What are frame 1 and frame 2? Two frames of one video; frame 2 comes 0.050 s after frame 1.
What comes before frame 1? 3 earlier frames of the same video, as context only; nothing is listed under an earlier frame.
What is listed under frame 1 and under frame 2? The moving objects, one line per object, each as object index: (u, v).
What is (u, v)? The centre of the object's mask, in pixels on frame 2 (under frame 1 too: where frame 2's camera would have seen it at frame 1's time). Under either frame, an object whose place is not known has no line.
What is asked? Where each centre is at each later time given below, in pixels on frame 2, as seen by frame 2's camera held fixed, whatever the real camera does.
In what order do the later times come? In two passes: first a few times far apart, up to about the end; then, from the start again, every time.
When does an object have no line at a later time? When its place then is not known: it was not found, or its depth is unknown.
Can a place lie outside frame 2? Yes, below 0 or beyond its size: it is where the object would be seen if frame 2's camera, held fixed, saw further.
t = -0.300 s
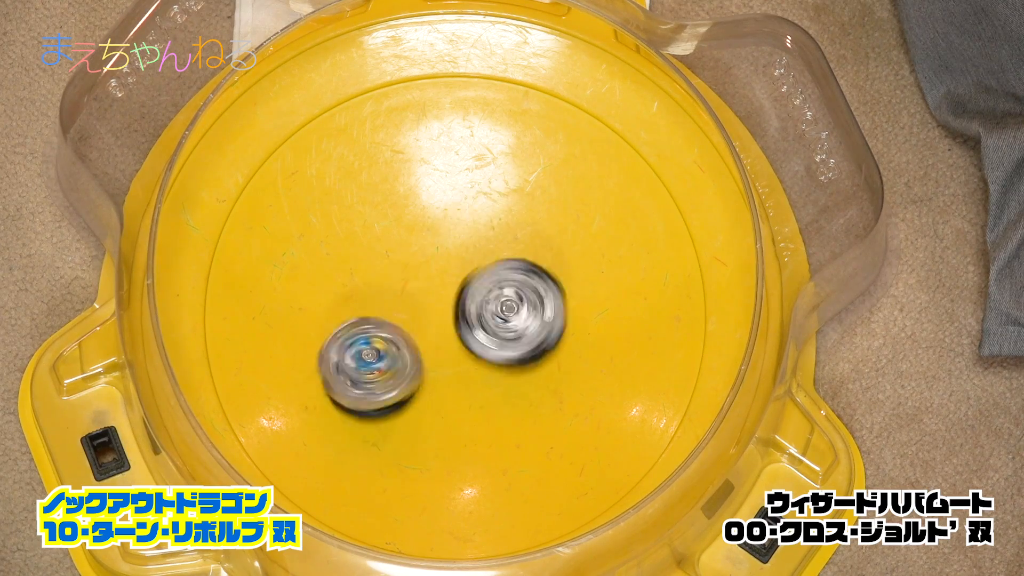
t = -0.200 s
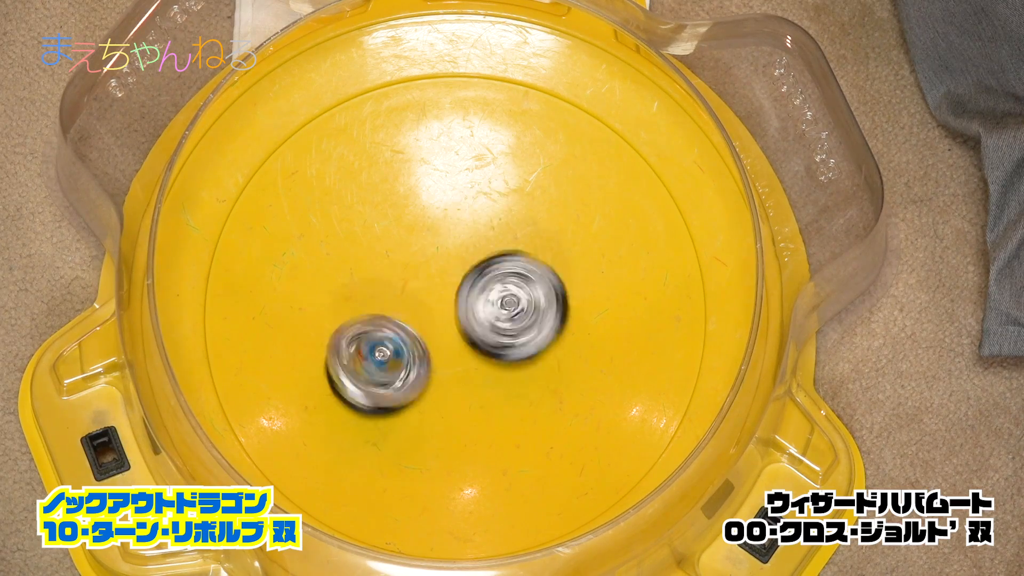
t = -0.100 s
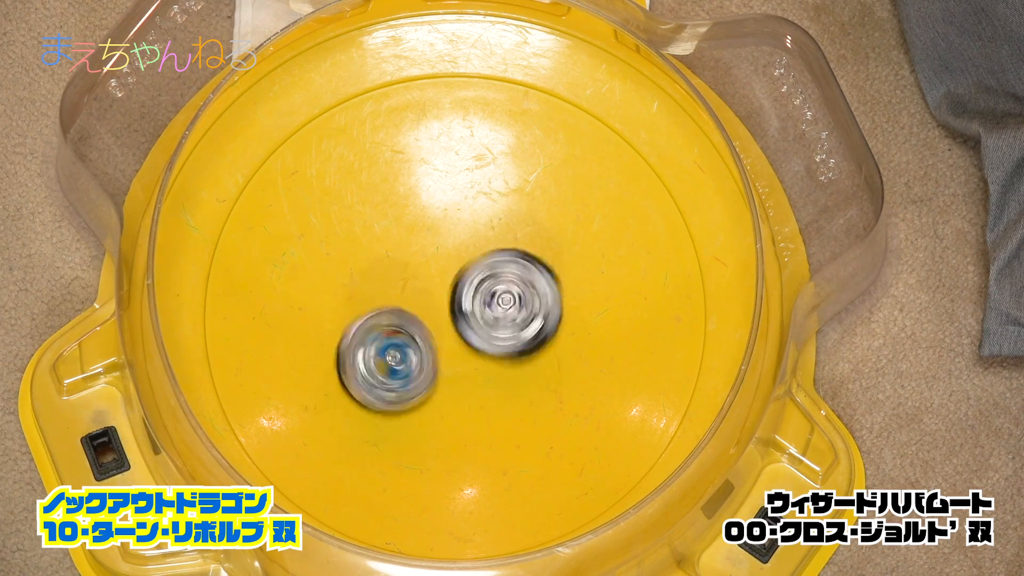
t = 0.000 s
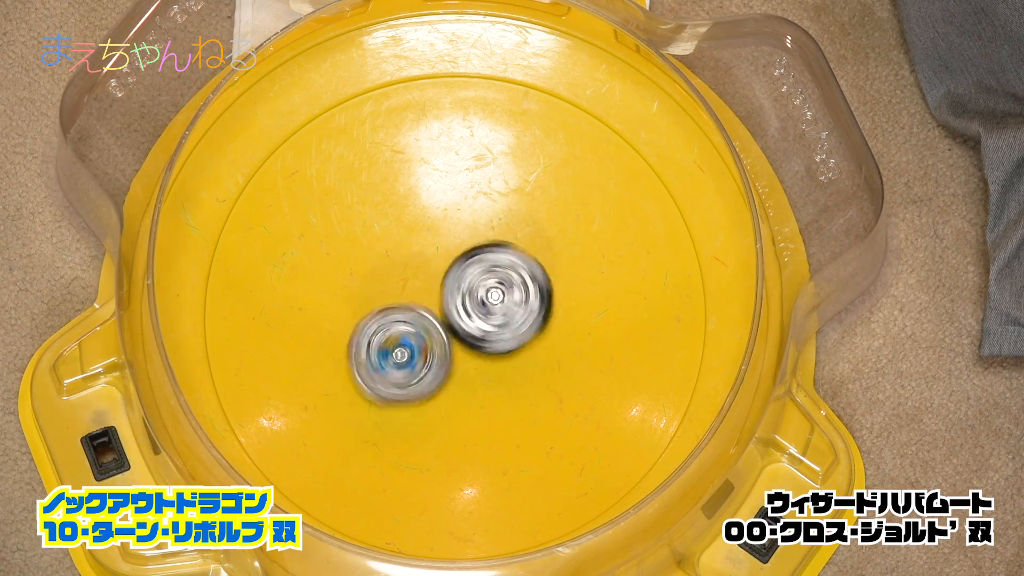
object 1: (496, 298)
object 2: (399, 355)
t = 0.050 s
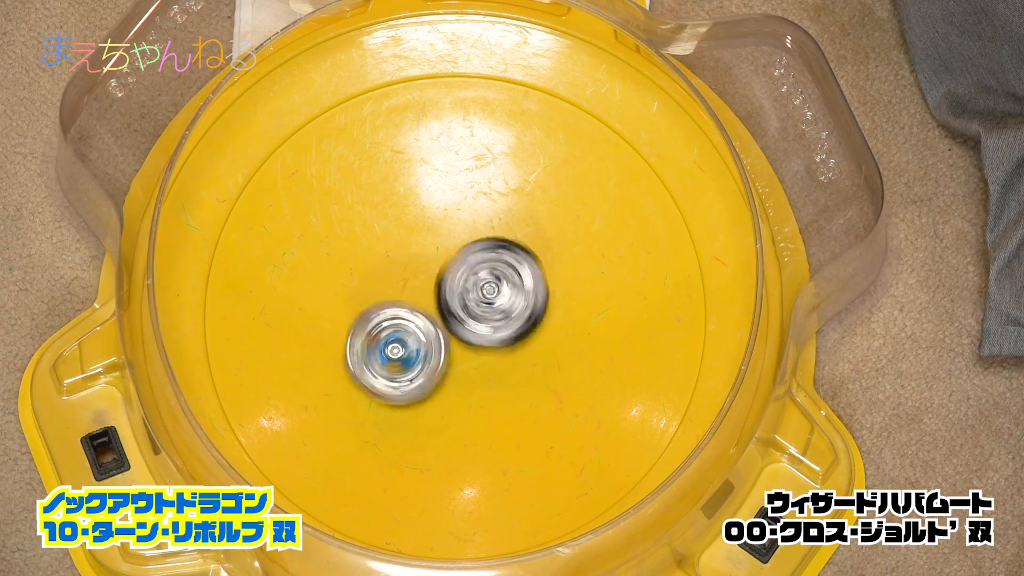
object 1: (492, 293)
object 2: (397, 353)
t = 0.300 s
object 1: (498, 265)
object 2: (389, 341)
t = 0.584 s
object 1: (507, 265)
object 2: (411, 340)
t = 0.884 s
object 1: (520, 248)
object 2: (417, 385)
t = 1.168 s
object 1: (486, 267)
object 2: (441, 378)
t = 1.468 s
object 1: (473, 272)
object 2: (433, 373)
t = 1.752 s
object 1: (460, 284)
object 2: (434, 380)
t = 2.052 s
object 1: (481, 282)
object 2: (444, 376)
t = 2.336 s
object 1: (481, 281)
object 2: (445, 377)
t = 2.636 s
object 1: (481, 281)
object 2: (445, 377)
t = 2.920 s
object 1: (481, 281)
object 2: (445, 377)
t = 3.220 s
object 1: (481, 281)
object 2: (445, 377)
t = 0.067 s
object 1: (493, 290)
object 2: (395, 351)
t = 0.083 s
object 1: (493, 286)
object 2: (394, 349)
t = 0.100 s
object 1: (491, 284)
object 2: (394, 348)
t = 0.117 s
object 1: (490, 284)
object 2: (393, 347)
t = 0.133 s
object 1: (490, 284)
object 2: (394, 345)
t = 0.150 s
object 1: (490, 282)
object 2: (394, 343)
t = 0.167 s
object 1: (489, 280)
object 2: (395, 342)
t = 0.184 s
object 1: (487, 280)
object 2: (396, 340)
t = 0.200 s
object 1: (488, 278)
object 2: (396, 341)
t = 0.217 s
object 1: (489, 274)
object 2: (394, 341)
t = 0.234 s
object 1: (491, 270)
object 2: (391, 341)
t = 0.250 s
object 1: (492, 268)
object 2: (389, 342)
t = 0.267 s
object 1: (493, 268)
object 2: (389, 341)
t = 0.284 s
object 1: (496, 266)
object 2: (390, 340)
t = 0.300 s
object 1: (498, 265)
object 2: (389, 341)
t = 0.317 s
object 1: (501, 263)
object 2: (390, 340)
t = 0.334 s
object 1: (504, 260)
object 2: (391, 340)
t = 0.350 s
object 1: (506, 258)
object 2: (392, 341)
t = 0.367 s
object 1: (509, 255)
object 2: (393, 341)
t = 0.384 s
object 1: (510, 252)
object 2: (394, 342)
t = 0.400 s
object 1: (511, 251)
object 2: (394, 342)
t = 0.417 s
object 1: (512, 252)
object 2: (396, 343)
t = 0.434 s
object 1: (514, 251)
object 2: (397, 344)
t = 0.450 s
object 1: (515, 251)
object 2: (398, 344)
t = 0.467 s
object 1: (515, 252)
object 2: (399, 344)
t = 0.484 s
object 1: (515, 253)
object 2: (399, 344)
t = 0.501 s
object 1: (514, 254)
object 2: (400, 342)
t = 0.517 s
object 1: (513, 257)
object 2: (402, 341)
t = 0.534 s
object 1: (513, 259)
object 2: (404, 340)
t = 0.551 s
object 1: (512, 260)
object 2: (406, 339)
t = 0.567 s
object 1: (510, 262)
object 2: (408, 340)
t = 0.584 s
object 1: (507, 265)
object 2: (411, 340)
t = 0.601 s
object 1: (504, 267)
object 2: (414, 340)
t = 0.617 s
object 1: (501, 269)
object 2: (416, 341)
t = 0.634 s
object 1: (499, 272)
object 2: (418, 343)
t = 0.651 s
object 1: (499, 273)
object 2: (419, 346)
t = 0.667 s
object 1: (499, 272)
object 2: (420, 348)
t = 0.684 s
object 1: (497, 272)
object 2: (420, 349)
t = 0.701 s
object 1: (499, 271)
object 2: (419, 352)
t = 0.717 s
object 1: (504, 265)
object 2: (416, 359)
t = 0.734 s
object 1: (508, 261)
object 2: (413, 364)
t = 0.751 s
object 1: (508, 258)
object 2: (412, 368)
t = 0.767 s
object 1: (509, 257)
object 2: (412, 372)
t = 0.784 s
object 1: (511, 256)
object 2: (412, 374)
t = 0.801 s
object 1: (512, 256)
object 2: (413, 376)
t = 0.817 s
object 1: (514, 255)
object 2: (415, 379)
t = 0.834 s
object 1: (516, 253)
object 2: (415, 382)
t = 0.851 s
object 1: (518, 250)
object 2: (415, 382)
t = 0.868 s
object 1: (518, 249)
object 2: (417, 383)
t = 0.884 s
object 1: (520, 248)
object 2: (417, 385)
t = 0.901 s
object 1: (520, 247)
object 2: (417, 384)
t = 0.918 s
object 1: (520, 247)
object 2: (419, 383)
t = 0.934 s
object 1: (519, 248)
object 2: (421, 385)
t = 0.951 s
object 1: (519, 250)
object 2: (421, 383)
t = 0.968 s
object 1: (519, 251)
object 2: (422, 384)
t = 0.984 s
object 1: (518, 251)
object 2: (424, 383)
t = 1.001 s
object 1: (516, 252)
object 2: (425, 383)
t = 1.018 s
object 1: (513, 254)
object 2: (427, 382)
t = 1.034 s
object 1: (511, 256)
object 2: (431, 381)
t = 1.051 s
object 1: (509, 258)
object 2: (433, 380)
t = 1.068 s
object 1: (506, 260)
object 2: (434, 380)
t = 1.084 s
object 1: (502, 263)
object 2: (435, 378)
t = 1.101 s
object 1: (499, 265)
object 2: (438, 377)
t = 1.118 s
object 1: (495, 266)
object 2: (440, 377)
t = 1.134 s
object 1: (492, 269)
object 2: (441, 375)
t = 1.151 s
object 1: (488, 271)
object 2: (443, 372)
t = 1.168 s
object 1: (486, 267)
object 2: (441, 378)
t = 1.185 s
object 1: (483, 262)
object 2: (437, 384)
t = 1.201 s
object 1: (480, 258)
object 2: (433, 387)
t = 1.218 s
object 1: (476, 257)
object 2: (430, 389)
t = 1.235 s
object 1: (474, 257)
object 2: (427, 390)
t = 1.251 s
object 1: (472, 257)
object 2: (425, 390)
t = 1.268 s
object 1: (470, 259)
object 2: (424, 390)
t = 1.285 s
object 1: (470, 261)
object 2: (421, 390)
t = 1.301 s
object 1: (470, 264)
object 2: (420, 387)
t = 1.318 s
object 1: (472, 266)
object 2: (420, 385)
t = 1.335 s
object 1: (474, 268)
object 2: (421, 383)
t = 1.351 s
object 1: (475, 269)
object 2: (423, 382)
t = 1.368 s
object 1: (475, 269)
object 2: (423, 380)
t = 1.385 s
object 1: (475, 269)
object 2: (424, 377)
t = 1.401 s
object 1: (475, 270)
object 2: (427, 376)
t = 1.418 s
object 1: (474, 270)
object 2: (430, 375)
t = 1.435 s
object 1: (473, 271)
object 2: (432, 375)
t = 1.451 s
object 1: (473, 272)
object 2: (433, 373)
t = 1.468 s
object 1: (473, 272)
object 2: (433, 373)
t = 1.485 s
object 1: (474, 268)
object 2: (434, 374)
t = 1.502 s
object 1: (472, 265)
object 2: (434, 376)
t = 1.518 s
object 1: (470, 263)
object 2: (434, 379)
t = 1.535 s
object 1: (467, 262)
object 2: (433, 380)
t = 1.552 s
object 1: (465, 262)
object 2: (433, 380)
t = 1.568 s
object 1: (462, 261)
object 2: (432, 380)
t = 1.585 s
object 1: (459, 262)
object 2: (432, 380)
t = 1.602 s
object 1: (457, 263)
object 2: (432, 380)
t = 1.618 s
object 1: (455, 264)
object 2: (432, 379)
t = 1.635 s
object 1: (453, 266)
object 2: (432, 378)
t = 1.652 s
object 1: (451, 269)
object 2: (432, 377)
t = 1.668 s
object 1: (451, 272)
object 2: (432, 377)
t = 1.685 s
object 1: (451, 275)
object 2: (432, 378)
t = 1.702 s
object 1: (452, 278)
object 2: (433, 379)
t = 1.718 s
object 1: (454, 281)
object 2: (433, 379)
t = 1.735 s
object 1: (457, 283)
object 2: (434, 380)
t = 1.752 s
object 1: (460, 284)
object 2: (434, 380)
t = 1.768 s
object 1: (464, 285)
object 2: (433, 380)
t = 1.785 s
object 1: (466, 284)
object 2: (431, 382)
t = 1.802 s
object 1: (469, 281)
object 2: (430, 384)
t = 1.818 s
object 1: (472, 280)
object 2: (429, 386)
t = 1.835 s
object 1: (476, 279)
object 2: (429, 386)
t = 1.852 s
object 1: (479, 278)
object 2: (429, 386)
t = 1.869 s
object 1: (481, 278)
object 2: (429, 386)
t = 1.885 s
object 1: (482, 277)
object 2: (429, 386)
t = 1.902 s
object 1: (482, 276)
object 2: (430, 385)
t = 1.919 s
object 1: (482, 276)
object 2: (430, 383)
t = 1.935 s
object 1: (482, 276)
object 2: (432, 382)
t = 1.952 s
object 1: (482, 277)
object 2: (434, 380)
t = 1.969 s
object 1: (481, 277)
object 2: (436, 378)
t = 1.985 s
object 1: (481, 279)
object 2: (439, 377)
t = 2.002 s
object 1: (481, 281)
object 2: (441, 376)
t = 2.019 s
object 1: (481, 282)
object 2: (442, 375)
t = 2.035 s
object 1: (481, 283)
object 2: (443, 375)
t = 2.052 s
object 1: (481, 282)
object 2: (444, 376)
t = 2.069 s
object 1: (481, 282)
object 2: (445, 377)
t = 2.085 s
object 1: (481, 281)
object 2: (445, 378)
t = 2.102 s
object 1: (481, 281)
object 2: (446, 378)
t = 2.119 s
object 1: (481, 281)
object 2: (446, 378)
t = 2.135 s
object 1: (481, 281)
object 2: (446, 378)
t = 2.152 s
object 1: (481, 281)
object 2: (445, 378)
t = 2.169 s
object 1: (481, 281)
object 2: (445, 378)
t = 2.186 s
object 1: (481, 281)
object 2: (445, 377)
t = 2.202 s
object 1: (481, 281)
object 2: (445, 377)
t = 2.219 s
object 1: (481, 281)
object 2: (445, 377)
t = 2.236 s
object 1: (481, 281)
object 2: (445, 377)
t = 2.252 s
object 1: (481, 281)
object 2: (445, 377)
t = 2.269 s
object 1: (481, 281)
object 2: (445, 377)
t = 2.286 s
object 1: (481, 281)
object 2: (445, 377)
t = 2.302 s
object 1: (481, 281)
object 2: (445, 377)
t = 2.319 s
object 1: (481, 281)
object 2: (445, 377)
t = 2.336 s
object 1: (481, 281)
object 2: (445, 377)
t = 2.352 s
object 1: (481, 281)
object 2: (445, 377)
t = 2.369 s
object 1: (481, 281)
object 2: (445, 377)
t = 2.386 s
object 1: (481, 281)
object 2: (445, 377)
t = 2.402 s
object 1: (481, 281)
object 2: (445, 377)
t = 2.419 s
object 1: (481, 281)
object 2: (445, 377)
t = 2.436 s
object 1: (481, 281)
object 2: (445, 377)
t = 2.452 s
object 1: (481, 281)
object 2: (445, 377)
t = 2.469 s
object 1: (481, 281)
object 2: (445, 377)
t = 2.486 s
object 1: (481, 281)
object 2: (445, 377)
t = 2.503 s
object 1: (481, 281)
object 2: (445, 377)
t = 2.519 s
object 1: (481, 281)
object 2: (445, 377)
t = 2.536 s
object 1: (481, 281)
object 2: (445, 377)
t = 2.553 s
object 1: (481, 281)
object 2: (445, 377)
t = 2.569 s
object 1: (481, 281)
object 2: (445, 377)
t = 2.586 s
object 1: (481, 281)
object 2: (445, 377)
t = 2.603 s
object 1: (481, 281)
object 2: (445, 377)
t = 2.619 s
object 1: (481, 281)
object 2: (445, 377)
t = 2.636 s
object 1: (481, 281)
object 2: (445, 377)
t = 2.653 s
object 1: (481, 281)
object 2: (445, 377)
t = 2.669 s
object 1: (481, 281)
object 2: (445, 377)
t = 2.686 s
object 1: (481, 281)
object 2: (445, 377)
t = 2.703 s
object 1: (481, 281)
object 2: (445, 377)
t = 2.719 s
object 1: (481, 281)
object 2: (445, 377)
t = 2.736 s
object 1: (481, 281)
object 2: (445, 377)
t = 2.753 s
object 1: (481, 281)
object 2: (445, 377)
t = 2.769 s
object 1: (481, 281)
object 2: (445, 377)
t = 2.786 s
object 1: (481, 281)
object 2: (445, 377)
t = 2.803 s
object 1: (481, 281)
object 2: (445, 377)
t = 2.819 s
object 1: (481, 281)
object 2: (445, 377)
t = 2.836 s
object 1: (481, 281)
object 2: (445, 377)
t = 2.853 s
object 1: (481, 281)
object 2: (445, 377)
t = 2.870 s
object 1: (481, 281)
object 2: (445, 377)
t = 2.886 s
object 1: (481, 281)
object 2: (445, 377)
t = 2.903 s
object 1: (481, 281)
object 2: (445, 377)
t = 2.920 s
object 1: (481, 281)
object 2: (445, 377)
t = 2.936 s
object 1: (481, 281)
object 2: (445, 377)
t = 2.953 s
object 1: (481, 281)
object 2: (445, 377)
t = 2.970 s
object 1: (481, 281)
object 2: (445, 377)
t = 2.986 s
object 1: (481, 281)
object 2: (445, 377)
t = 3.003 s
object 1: (481, 281)
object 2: (445, 377)
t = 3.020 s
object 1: (481, 281)
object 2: (445, 377)
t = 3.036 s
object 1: (481, 281)
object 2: (445, 377)
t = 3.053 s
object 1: (481, 281)
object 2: (445, 377)
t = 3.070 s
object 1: (481, 281)
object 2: (445, 377)
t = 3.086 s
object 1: (481, 281)
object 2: (445, 377)
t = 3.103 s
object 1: (481, 281)
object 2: (445, 377)
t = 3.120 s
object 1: (481, 281)
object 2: (445, 377)
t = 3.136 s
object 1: (481, 281)
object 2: (445, 377)
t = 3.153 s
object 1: (481, 281)
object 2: (445, 377)
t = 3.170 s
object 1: (481, 281)
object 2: (445, 377)
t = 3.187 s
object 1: (481, 281)
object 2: (445, 377)
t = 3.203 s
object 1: (481, 281)
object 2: (445, 377)
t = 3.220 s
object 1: (481, 281)
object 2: (445, 377)
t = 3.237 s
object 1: (481, 281)
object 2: (445, 377)
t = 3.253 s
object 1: (481, 281)
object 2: (445, 377)
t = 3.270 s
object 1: (481, 281)
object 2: (445, 377)
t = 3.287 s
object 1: (481, 281)
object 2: (445, 377)
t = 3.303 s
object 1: (481, 281)
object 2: (445, 377)
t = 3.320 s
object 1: (481, 281)
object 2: (445, 377)
